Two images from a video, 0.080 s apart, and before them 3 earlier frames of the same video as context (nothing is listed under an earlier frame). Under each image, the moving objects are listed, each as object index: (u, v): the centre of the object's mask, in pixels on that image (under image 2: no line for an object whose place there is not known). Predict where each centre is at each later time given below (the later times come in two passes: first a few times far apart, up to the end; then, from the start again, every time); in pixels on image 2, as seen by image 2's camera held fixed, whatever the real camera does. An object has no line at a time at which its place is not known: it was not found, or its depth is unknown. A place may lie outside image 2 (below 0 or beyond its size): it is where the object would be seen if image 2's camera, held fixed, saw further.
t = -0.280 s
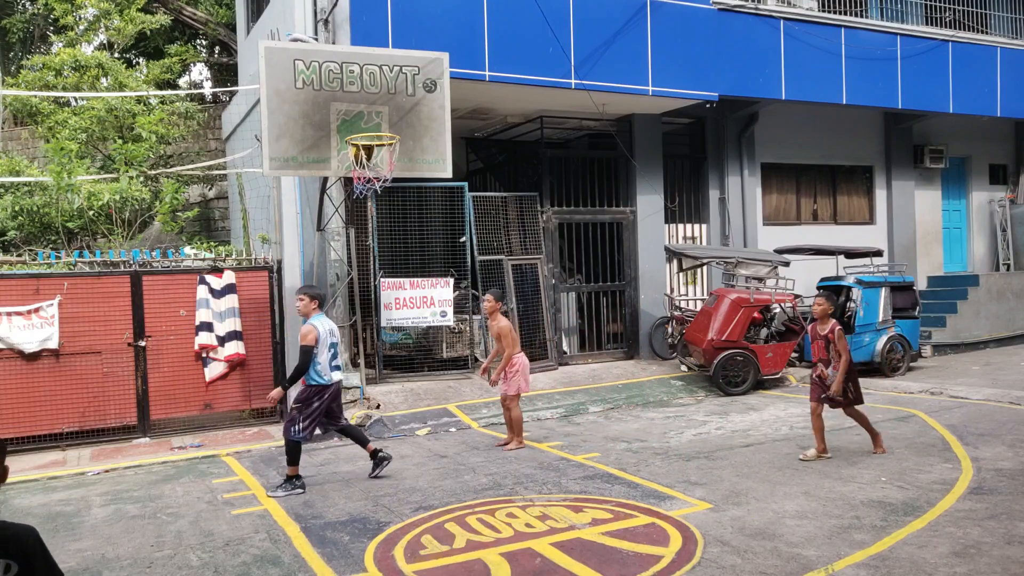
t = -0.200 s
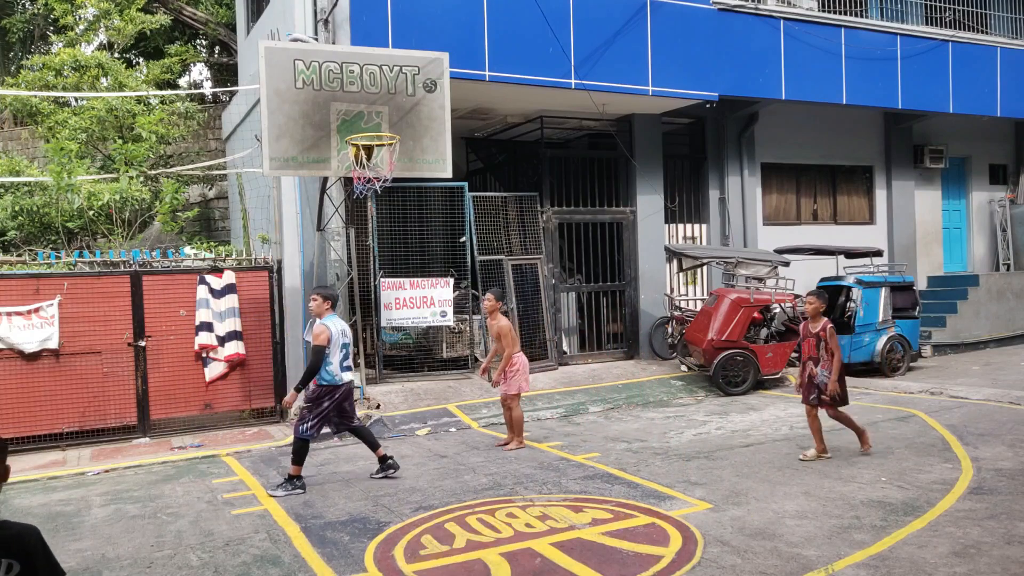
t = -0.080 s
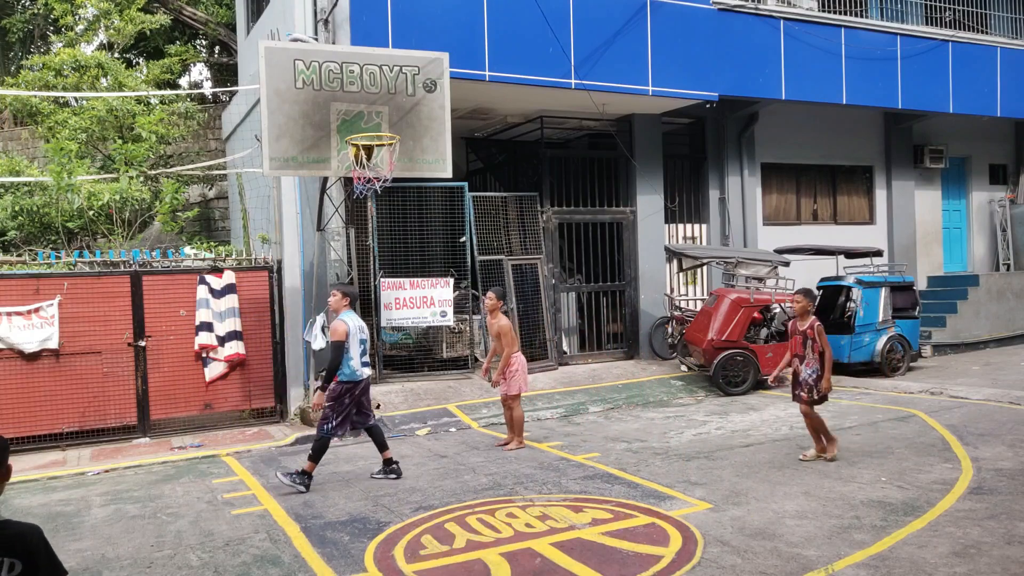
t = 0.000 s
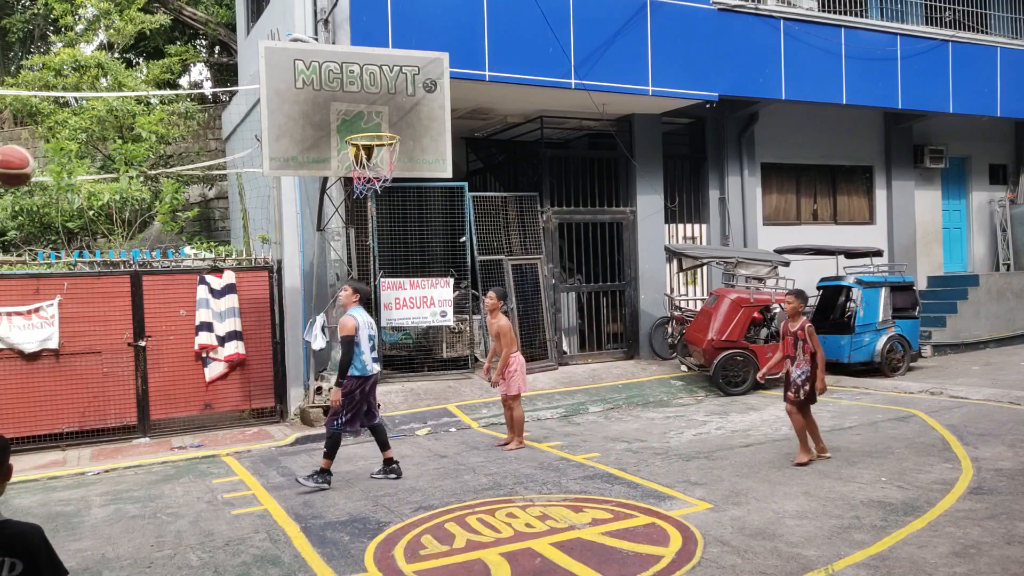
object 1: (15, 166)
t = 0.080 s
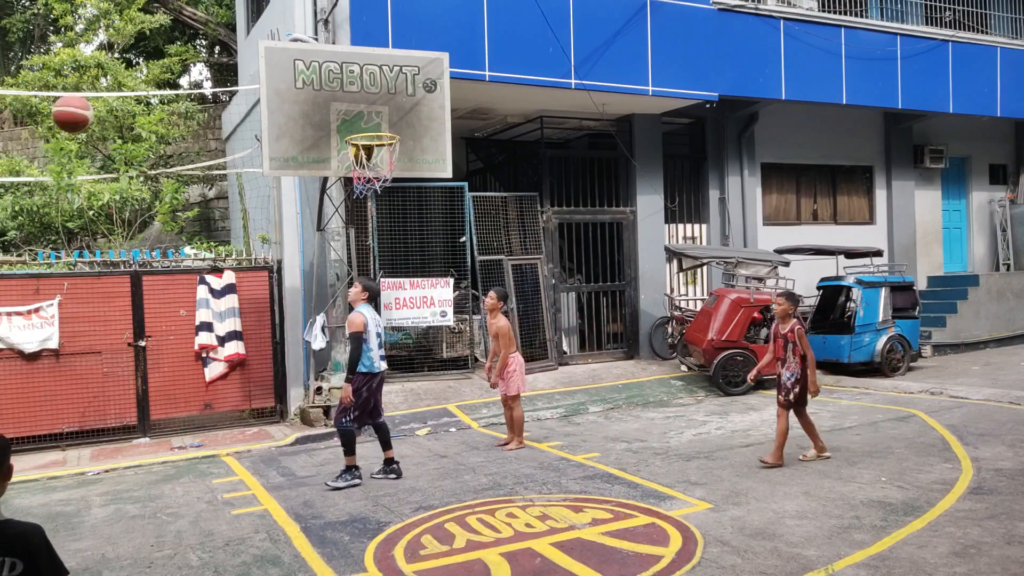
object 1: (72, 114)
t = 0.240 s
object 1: (170, 59)
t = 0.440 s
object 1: (263, 52)
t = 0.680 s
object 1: (348, 98)
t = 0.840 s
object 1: (379, 134)
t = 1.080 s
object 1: (386, 130)
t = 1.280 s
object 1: (368, 123)
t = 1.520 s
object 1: (363, 143)
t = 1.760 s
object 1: (390, 197)
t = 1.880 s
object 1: (403, 242)
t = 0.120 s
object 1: (99, 95)
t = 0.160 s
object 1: (124, 80)
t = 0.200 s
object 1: (147, 67)
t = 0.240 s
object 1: (170, 59)
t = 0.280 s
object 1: (191, 53)
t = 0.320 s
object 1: (210, 49)
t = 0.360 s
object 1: (228, 48)
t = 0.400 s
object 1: (246, 49)
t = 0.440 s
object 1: (263, 52)
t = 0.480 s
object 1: (279, 56)
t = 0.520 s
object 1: (294, 62)
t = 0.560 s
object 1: (309, 69)
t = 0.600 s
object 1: (323, 79)
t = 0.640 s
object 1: (336, 89)
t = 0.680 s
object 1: (348, 98)
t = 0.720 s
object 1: (359, 106)
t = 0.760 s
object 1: (370, 116)
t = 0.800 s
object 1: (382, 125)
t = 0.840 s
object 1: (379, 134)
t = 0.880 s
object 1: (364, 137)
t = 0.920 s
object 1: (363, 136)
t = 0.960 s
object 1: (371, 136)
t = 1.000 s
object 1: (377, 135)
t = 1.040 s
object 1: (382, 132)
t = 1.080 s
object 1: (386, 130)
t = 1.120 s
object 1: (384, 124)
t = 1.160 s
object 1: (379, 122)
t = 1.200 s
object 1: (375, 122)
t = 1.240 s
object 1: (371, 123)
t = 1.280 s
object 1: (368, 123)
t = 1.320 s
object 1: (365, 124)
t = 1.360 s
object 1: (362, 126)
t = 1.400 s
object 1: (360, 127)
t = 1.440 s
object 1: (361, 132)
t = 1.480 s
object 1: (361, 139)
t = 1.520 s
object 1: (363, 143)
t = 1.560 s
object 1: (368, 148)
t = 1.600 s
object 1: (372, 155)
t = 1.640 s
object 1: (377, 164)
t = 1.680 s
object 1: (382, 169)
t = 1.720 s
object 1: (387, 185)
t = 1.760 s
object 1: (390, 197)
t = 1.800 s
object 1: (394, 211)
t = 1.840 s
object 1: (398, 226)
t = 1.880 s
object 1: (403, 242)
